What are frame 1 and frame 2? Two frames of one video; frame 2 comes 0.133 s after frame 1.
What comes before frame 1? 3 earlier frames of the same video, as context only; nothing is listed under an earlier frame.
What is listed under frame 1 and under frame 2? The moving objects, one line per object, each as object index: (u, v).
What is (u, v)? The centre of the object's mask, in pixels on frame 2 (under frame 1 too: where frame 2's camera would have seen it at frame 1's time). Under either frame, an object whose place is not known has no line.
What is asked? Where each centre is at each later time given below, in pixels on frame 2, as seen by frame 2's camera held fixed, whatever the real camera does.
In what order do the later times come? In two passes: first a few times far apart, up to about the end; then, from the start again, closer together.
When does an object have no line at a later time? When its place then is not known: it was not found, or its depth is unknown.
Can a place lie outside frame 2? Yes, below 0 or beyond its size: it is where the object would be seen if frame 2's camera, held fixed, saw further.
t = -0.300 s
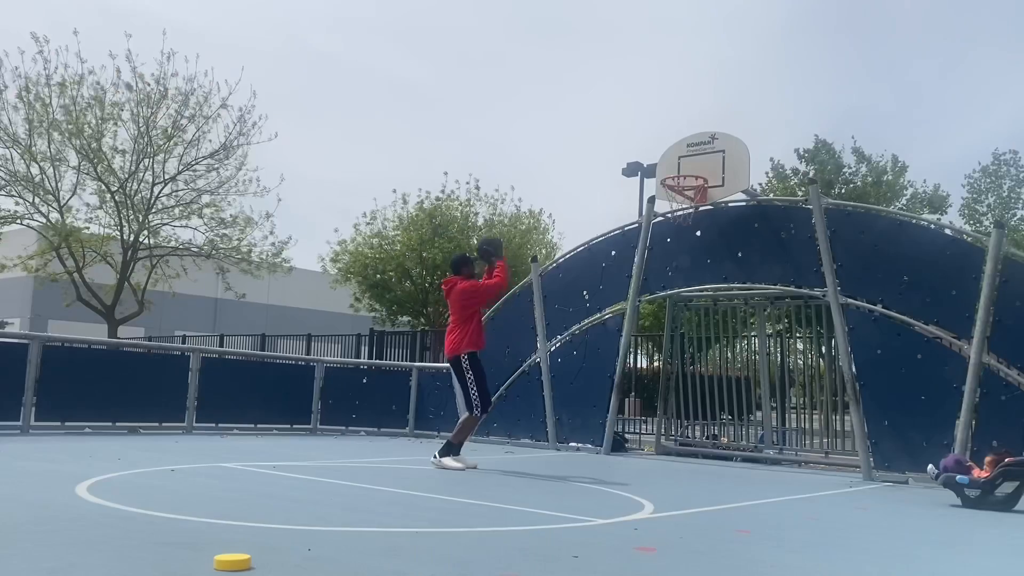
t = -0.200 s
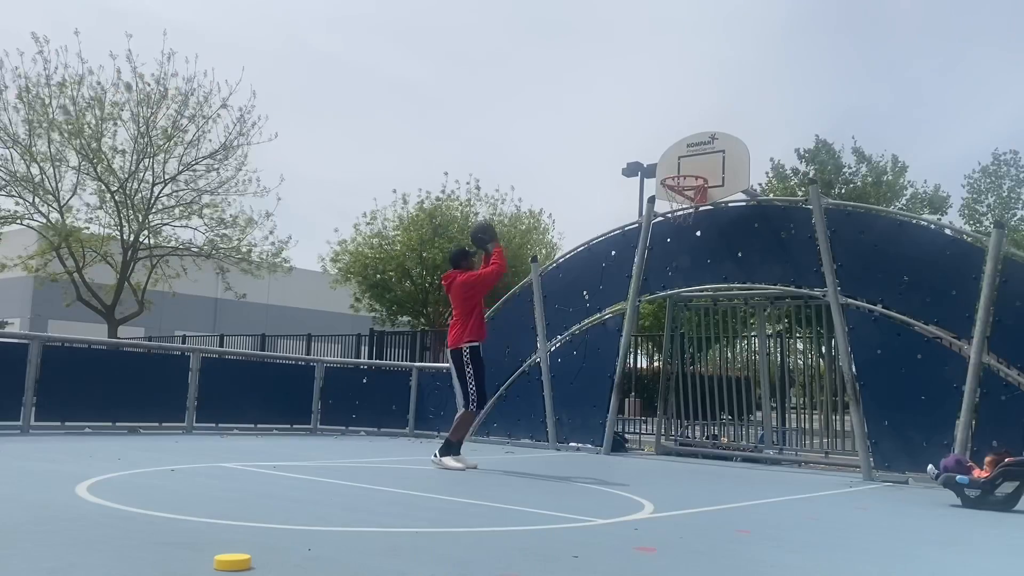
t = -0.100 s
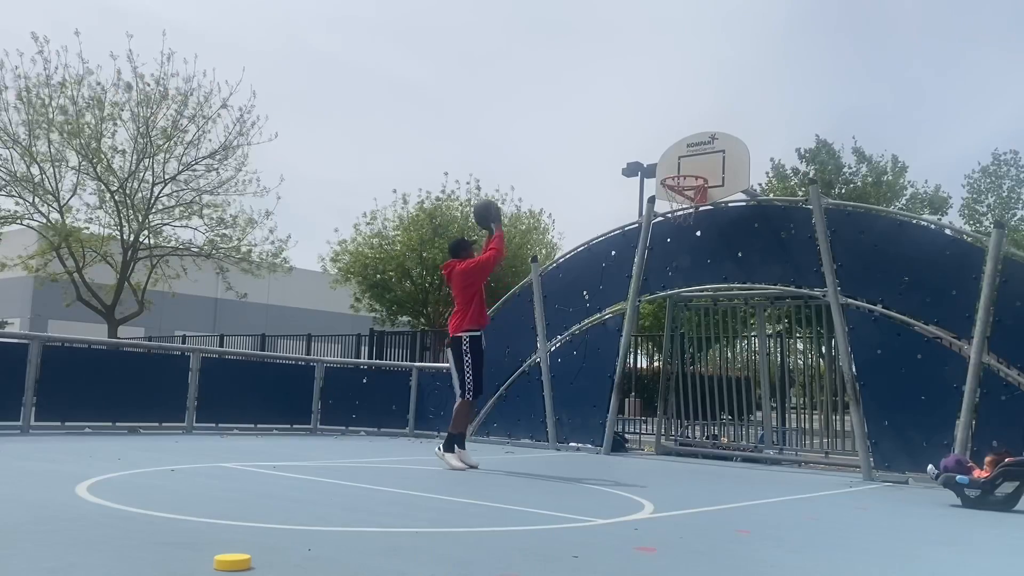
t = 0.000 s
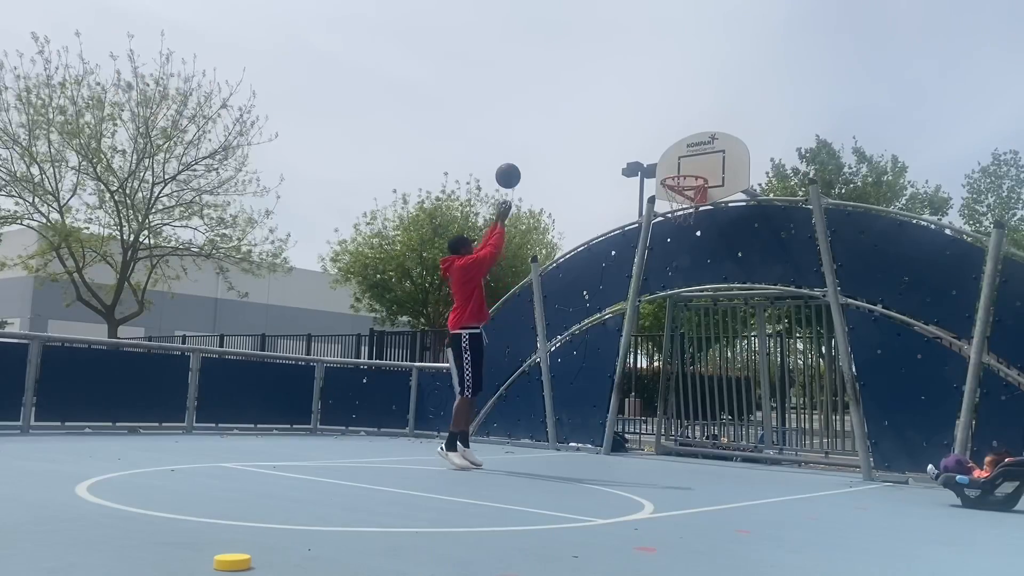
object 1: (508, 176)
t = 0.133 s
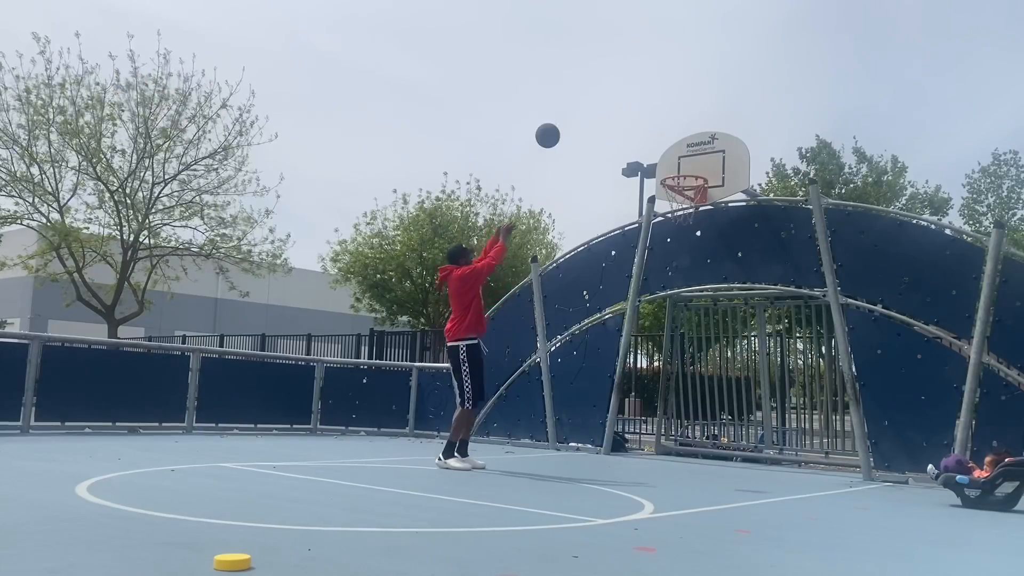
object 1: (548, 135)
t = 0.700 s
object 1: (679, 153)
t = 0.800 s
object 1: (694, 181)
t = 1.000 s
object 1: (675, 206)
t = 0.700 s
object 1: (679, 153)
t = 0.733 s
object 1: (685, 163)
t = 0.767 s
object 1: (691, 172)
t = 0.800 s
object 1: (694, 181)
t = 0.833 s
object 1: (691, 189)
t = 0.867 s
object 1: (687, 196)
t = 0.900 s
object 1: (683, 201)
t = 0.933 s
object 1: (680, 203)
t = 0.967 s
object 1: (678, 204)
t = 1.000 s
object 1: (675, 206)
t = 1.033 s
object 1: (673, 209)
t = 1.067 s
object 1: (672, 211)
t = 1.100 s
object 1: (670, 216)
